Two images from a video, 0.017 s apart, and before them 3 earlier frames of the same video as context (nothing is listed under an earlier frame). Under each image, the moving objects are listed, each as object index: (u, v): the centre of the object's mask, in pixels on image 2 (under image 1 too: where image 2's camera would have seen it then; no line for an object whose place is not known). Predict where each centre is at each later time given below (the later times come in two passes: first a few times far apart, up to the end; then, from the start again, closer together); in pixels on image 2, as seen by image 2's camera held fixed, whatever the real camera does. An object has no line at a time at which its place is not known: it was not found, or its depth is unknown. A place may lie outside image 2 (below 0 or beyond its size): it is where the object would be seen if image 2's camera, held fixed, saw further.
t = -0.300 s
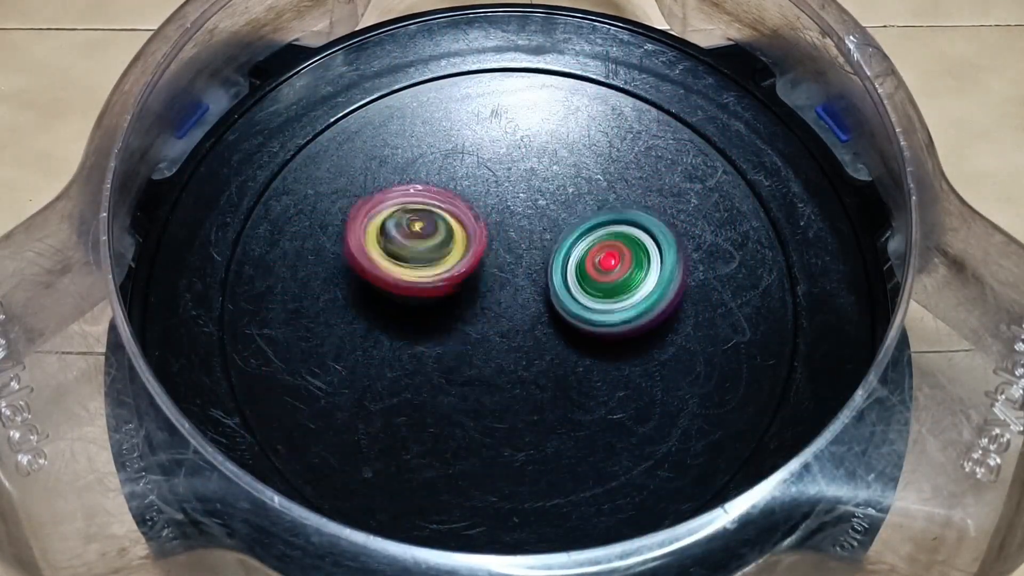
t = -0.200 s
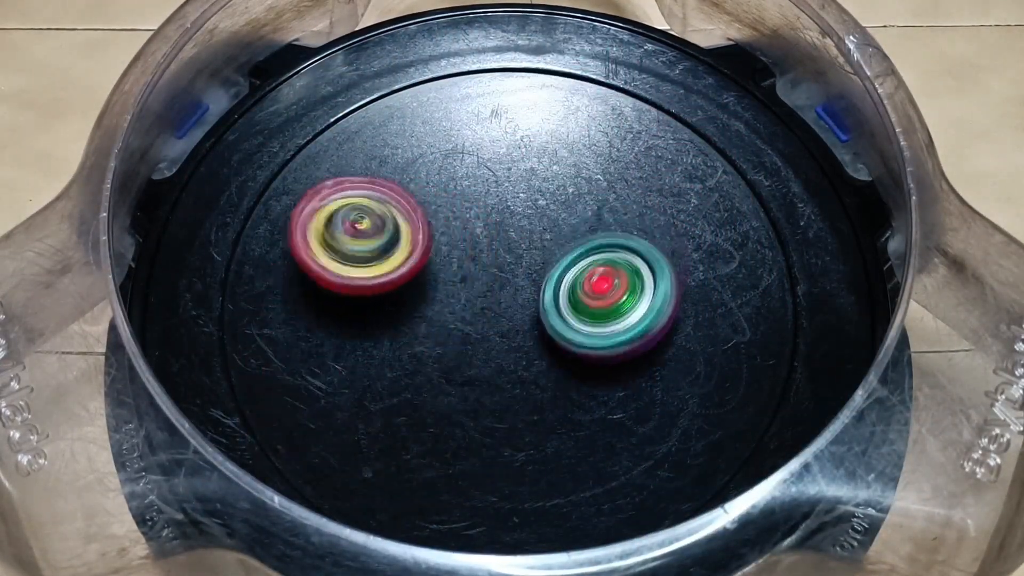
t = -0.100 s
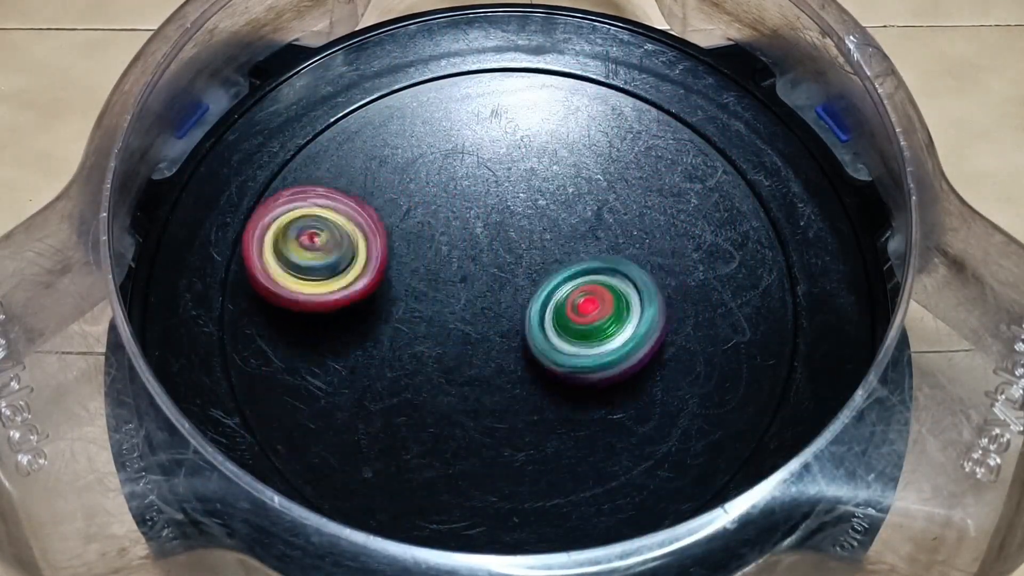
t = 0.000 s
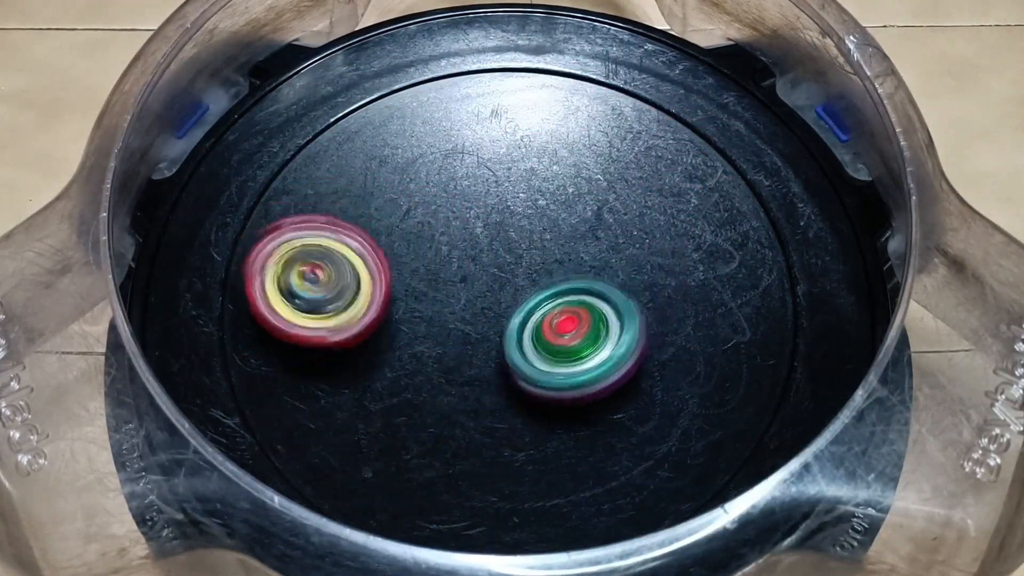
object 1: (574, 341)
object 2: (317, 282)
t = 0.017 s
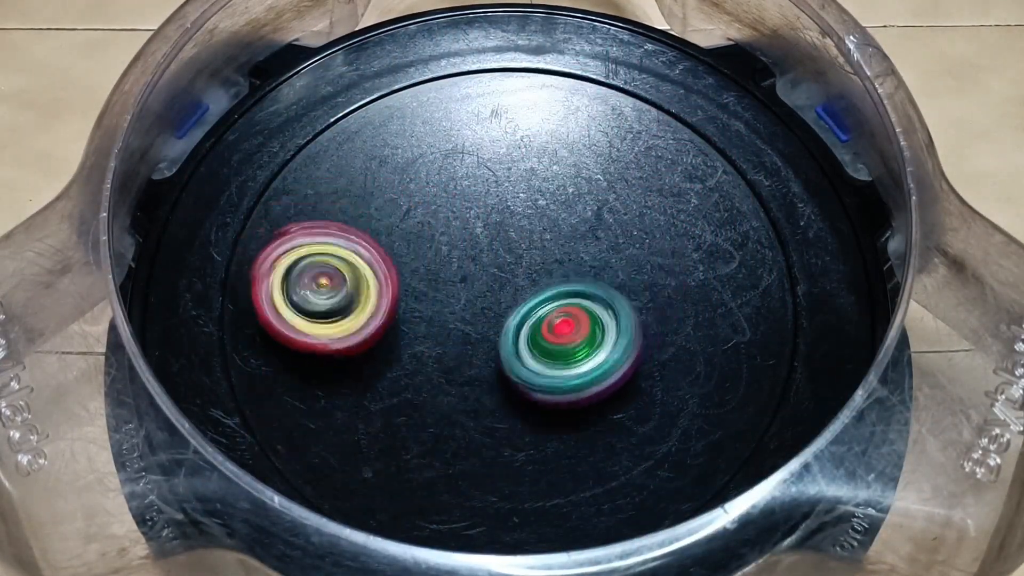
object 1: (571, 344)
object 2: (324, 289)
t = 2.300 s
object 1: (573, 375)
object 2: (369, 166)
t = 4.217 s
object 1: (609, 319)
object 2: (408, 261)
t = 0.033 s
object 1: (566, 347)
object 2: (332, 294)
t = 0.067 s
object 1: (557, 353)
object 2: (352, 302)
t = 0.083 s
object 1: (553, 356)
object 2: (363, 304)
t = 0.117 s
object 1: (545, 360)
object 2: (390, 308)
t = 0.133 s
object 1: (541, 362)
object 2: (403, 307)
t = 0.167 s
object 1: (534, 367)
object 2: (427, 296)
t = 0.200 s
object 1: (530, 380)
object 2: (445, 270)
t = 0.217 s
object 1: (528, 386)
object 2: (454, 258)
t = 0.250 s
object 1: (522, 393)
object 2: (466, 233)
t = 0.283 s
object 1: (511, 396)
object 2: (474, 211)
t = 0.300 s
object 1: (505, 396)
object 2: (478, 203)
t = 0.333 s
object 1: (495, 395)
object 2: (481, 186)
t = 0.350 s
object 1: (489, 394)
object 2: (482, 178)
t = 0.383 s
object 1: (478, 392)
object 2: (483, 161)
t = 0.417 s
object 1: (468, 387)
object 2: (484, 145)
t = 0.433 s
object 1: (462, 385)
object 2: (484, 137)
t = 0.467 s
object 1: (454, 381)
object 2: (486, 121)
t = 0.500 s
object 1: (445, 374)
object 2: (486, 106)
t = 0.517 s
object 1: (440, 371)
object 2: (487, 100)
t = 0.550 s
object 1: (432, 365)
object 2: (486, 89)
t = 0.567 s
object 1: (429, 360)
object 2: (485, 84)
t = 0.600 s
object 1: (422, 353)
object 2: (484, 78)
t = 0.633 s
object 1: (416, 345)
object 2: (483, 76)
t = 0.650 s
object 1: (413, 341)
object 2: (481, 78)
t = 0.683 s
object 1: (408, 332)
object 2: (479, 84)
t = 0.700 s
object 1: (406, 327)
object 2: (479, 90)
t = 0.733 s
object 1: (403, 318)
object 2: (478, 103)
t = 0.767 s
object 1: (401, 310)
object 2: (480, 123)
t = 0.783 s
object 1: (400, 305)
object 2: (481, 132)
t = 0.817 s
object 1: (397, 295)
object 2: (489, 153)
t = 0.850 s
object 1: (399, 286)
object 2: (497, 170)
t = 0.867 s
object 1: (398, 281)
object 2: (502, 180)
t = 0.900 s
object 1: (400, 272)
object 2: (513, 198)
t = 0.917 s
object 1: (401, 268)
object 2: (519, 206)
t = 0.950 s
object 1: (403, 260)
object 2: (534, 225)
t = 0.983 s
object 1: (405, 252)
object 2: (552, 245)
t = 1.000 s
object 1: (407, 248)
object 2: (561, 253)
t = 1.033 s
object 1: (411, 241)
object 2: (578, 269)
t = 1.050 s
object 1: (416, 237)
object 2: (586, 276)
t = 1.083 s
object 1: (423, 229)
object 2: (602, 288)
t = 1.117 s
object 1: (431, 222)
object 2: (616, 303)
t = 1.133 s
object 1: (436, 219)
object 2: (623, 310)
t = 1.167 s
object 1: (444, 212)
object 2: (637, 325)
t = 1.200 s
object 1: (453, 206)
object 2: (649, 339)
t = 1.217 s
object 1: (458, 203)
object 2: (653, 347)
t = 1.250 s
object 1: (467, 198)
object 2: (663, 361)
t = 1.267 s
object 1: (473, 196)
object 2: (668, 368)
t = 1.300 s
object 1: (482, 192)
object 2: (675, 381)
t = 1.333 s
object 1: (494, 190)
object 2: (680, 394)
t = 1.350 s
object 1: (500, 188)
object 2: (682, 401)
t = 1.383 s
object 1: (508, 187)
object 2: (685, 411)
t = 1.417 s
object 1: (520, 186)
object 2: (682, 421)
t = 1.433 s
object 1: (523, 186)
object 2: (682, 425)
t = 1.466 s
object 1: (535, 188)
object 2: (675, 431)
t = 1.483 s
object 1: (540, 188)
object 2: (670, 434)
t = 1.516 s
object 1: (549, 190)
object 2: (657, 436)
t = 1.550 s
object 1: (559, 194)
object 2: (645, 431)
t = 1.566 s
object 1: (564, 196)
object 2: (636, 429)
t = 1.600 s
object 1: (573, 201)
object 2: (616, 426)
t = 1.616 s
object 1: (578, 203)
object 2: (608, 422)
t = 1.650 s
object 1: (585, 209)
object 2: (587, 415)
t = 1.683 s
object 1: (594, 215)
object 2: (567, 409)
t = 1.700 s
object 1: (597, 219)
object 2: (558, 405)
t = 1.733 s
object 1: (605, 226)
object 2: (539, 395)
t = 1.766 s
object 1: (611, 234)
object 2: (519, 387)
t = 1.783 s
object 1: (613, 238)
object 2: (511, 382)
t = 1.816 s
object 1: (619, 246)
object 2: (494, 370)
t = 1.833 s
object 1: (620, 250)
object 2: (484, 365)
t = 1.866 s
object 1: (624, 259)
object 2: (468, 353)
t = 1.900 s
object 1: (626, 269)
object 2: (454, 339)
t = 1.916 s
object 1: (626, 273)
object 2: (445, 333)
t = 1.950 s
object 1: (628, 283)
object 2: (432, 319)
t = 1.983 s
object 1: (627, 294)
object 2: (420, 304)
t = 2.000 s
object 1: (627, 297)
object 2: (413, 296)
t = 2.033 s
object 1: (624, 309)
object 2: (402, 281)
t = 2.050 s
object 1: (622, 313)
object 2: (398, 274)
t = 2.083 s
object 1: (619, 323)
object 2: (389, 258)
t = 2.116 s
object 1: (614, 333)
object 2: (382, 242)
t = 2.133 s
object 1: (612, 337)
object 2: (379, 235)
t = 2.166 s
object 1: (605, 346)
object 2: (375, 220)
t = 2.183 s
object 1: (602, 349)
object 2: (373, 213)
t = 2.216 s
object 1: (594, 358)
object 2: (370, 199)
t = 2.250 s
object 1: (588, 365)
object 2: (369, 185)
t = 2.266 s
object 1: (583, 368)
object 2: (368, 179)
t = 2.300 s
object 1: (573, 375)
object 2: (369, 166)
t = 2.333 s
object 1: (564, 379)
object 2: (371, 156)
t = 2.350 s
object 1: (558, 383)
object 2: (373, 151)
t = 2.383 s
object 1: (548, 386)
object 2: (377, 146)
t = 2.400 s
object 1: (542, 388)
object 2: (381, 142)
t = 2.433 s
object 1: (531, 391)
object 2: (389, 139)
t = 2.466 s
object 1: (519, 392)
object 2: (396, 140)
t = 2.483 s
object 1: (513, 393)
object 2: (402, 140)
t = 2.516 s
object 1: (502, 392)
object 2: (411, 144)
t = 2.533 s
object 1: (496, 392)
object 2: (418, 146)
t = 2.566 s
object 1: (486, 390)
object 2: (432, 151)
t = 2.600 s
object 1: (474, 386)
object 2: (448, 158)
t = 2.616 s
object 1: (470, 385)
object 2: (456, 160)
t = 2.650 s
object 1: (458, 380)
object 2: (472, 167)
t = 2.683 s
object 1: (450, 375)
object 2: (487, 175)
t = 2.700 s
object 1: (445, 372)
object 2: (496, 177)
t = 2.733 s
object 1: (437, 365)
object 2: (511, 184)
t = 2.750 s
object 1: (433, 362)
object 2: (519, 189)
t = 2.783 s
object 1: (425, 355)
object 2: (536, 196)
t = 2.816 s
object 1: (417, 347)
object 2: (550, 205)
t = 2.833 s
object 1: (415, 343)
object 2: (558, 210)
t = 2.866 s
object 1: (410, 335)
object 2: (573, 219)
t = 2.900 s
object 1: (405, 327)
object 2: (587, 229)
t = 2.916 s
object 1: (404, 321)
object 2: (595, 234)
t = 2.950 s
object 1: (401, 312)
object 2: (607, 243)
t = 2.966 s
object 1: (401, 307)
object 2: (614, 249)
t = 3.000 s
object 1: (399, 298)
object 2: (627, 258)
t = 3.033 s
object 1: (400, 288)
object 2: (637, 270)
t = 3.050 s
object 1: (400, 283)
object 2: (643, 275)
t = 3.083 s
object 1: (403, 275)
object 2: (653, 285)
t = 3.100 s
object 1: (403, 269)
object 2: (657, 291)
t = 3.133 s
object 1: (407, 261)
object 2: (667, 300)
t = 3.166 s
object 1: (410, 252)
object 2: (671, 310)
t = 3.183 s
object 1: (412, 248)
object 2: (675, 314)
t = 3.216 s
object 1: (418, 240)
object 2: (676, 322)
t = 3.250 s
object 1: (425, 232)
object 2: (676, 328)
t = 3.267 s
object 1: (429, 229)
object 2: (676, 330)
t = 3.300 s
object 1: (436, 223)
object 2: (667, 333)
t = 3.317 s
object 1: (440, 219)
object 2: (666, 333)
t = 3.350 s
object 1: (448, 213)
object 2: (653, 336)
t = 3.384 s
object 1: (457, 207)
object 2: (640, 338)
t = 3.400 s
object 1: (461, 206)
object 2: (632, 339)
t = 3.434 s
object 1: (472, 201)
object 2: (612, 342)
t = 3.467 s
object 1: (480, 199)
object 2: (595, 343)
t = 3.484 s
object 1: (486, 198)
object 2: (585, 344)
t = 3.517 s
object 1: (494, 196)
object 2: (568, 346)
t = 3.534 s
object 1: (501, 196)
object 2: (560, 346)
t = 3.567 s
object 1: (509, 195)
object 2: (539, 348)
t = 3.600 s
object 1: (521, 196)
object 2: (522, 347)
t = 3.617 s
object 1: (524, 196)
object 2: (512, 345)
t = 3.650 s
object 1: (536, 199)
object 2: (495, 345)
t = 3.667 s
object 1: (541, 199)
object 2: (486, 343)
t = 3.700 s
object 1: (549, 204)
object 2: (466, 341)
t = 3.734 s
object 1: (559, 208)
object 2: (451, 337)
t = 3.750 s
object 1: (563, 210)
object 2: (441, 335)
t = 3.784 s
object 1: (572, 216)
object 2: (425, 331)
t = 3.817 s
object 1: (581, 222)
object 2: (409, 327)
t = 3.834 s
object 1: (585, 225)
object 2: (401, 324)
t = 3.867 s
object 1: (592, 231)
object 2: (388, 319)
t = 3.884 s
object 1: (595, 234)
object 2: (380, 316)
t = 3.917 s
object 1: (601, 241)
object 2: (370, 311)
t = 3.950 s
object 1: (606, 249)
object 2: (359, 306)
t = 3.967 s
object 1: (608, 254)
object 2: (359, 303)
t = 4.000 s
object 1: (612, 261)
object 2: (356, 300)
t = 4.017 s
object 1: (613, 266)
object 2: (358, 298)
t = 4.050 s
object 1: (616, 273)
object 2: (359, 294)
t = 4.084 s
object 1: (616, 284)
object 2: (363, 292)
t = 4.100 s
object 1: (617, 287)
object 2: (367, 288)
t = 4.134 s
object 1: (614, 297)
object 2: (378, 283)
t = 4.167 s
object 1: (614, 306)
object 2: (389, 274)
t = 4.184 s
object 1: (612, 311)
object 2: (396, 270)
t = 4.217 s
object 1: (609, 319)
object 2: (408, 261)
